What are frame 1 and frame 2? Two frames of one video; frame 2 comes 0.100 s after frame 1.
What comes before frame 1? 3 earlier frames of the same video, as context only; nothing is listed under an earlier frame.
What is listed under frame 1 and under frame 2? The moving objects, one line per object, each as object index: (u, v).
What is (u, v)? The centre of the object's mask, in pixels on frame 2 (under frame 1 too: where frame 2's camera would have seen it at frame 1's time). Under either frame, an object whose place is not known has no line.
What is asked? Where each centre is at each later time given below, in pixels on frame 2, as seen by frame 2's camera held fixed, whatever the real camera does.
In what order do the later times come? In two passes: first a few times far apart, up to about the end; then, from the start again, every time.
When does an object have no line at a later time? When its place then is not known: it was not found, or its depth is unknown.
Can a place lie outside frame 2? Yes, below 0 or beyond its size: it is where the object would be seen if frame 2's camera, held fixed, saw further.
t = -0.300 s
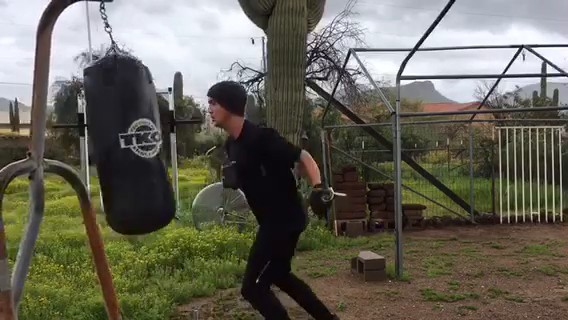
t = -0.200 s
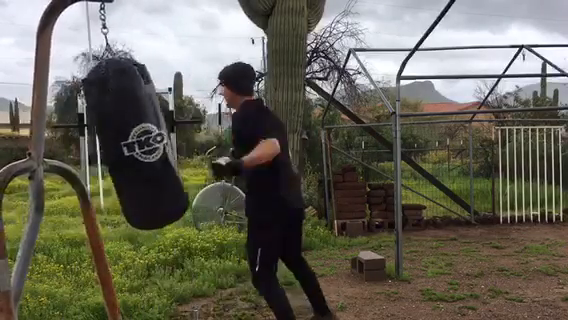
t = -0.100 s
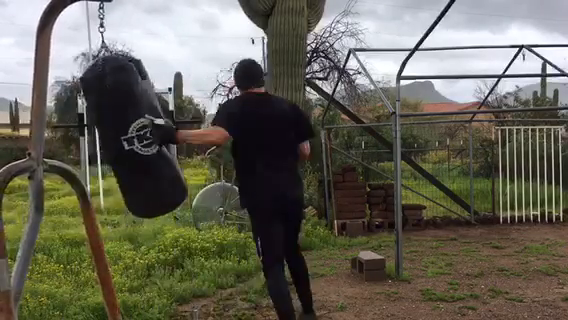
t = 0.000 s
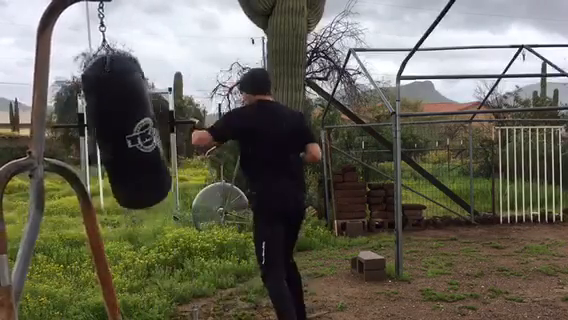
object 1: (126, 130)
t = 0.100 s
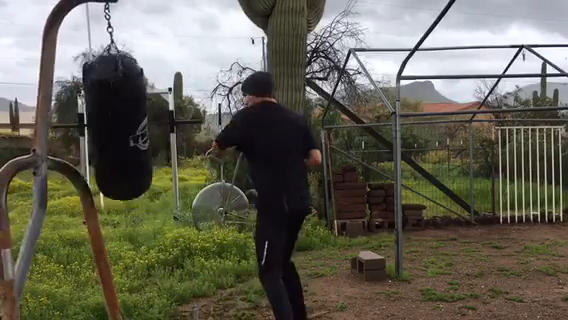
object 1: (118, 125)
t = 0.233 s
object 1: (105, 118)
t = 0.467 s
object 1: (88, 115)
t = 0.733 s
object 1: (85, 116)
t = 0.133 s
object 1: (115, 122)
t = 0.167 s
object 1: (112, 121)
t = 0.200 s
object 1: (109, 119)
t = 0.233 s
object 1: (105, 118)
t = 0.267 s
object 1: (102, 117)
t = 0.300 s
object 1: (98, 117)
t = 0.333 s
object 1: (95, 117)
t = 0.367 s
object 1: (93, 117)
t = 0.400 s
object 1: (91, 116)
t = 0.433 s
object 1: (89, 115)
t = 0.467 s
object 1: (88, 115)
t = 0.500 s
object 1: (88, 114)
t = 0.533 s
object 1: (87, 114)
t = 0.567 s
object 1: (86, 117)
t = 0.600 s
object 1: (86, 117)
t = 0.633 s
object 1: (85, 117)
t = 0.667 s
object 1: (85, 117)
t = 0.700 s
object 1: (85, 116)
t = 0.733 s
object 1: (85, 116)
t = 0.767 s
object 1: (85, 117)
